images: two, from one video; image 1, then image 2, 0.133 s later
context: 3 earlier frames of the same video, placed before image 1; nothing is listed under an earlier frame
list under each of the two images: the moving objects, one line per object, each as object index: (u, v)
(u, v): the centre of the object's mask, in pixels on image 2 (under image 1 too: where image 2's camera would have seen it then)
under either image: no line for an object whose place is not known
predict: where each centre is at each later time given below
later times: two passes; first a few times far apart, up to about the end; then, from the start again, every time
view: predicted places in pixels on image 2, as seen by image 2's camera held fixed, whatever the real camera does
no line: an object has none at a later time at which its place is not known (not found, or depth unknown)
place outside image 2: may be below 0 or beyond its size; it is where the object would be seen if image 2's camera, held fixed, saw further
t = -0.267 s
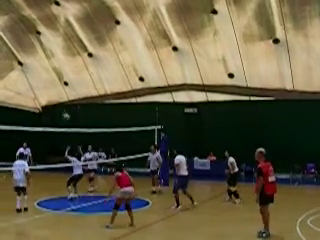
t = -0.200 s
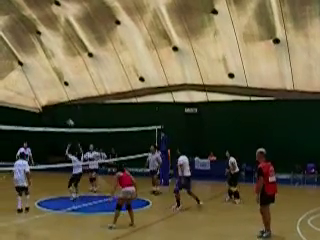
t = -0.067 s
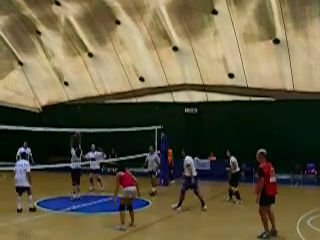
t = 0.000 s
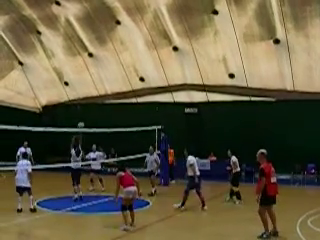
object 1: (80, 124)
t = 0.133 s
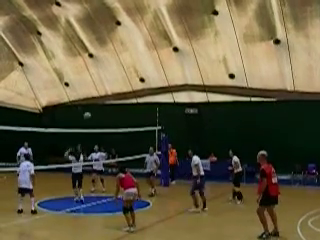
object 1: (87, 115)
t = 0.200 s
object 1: (90, 111)
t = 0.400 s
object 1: (100, 111)
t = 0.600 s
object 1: (110, 124)
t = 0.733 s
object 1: (118, 144)
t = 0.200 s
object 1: (90, 111)
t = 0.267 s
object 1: (93, 110)
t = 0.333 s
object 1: (96, 110)
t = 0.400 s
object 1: (100, 111)
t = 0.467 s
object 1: (103, 114)
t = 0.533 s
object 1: (106, 119)
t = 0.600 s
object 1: (110, 124)
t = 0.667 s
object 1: (115, 135)
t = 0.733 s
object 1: (118, 144)
